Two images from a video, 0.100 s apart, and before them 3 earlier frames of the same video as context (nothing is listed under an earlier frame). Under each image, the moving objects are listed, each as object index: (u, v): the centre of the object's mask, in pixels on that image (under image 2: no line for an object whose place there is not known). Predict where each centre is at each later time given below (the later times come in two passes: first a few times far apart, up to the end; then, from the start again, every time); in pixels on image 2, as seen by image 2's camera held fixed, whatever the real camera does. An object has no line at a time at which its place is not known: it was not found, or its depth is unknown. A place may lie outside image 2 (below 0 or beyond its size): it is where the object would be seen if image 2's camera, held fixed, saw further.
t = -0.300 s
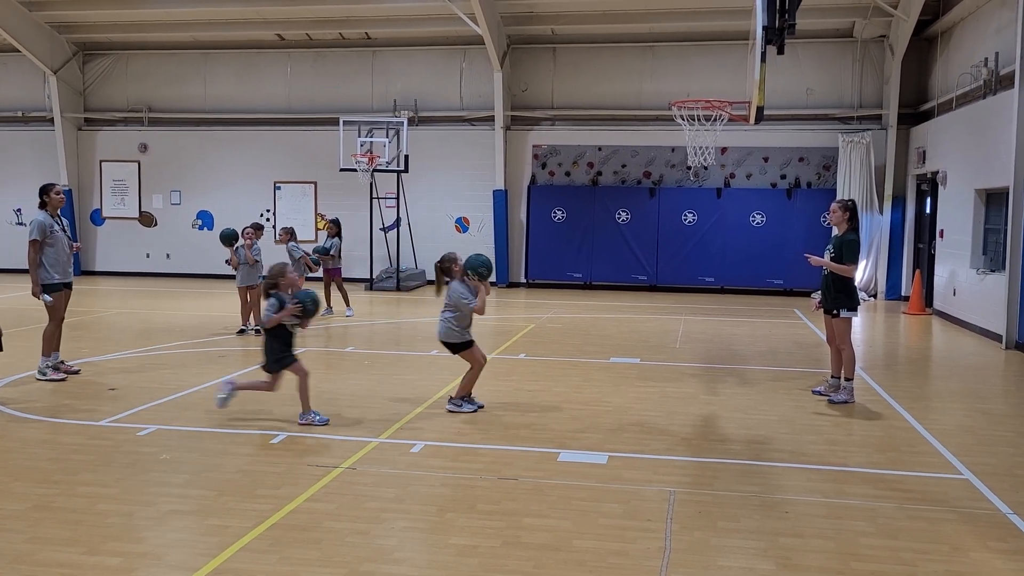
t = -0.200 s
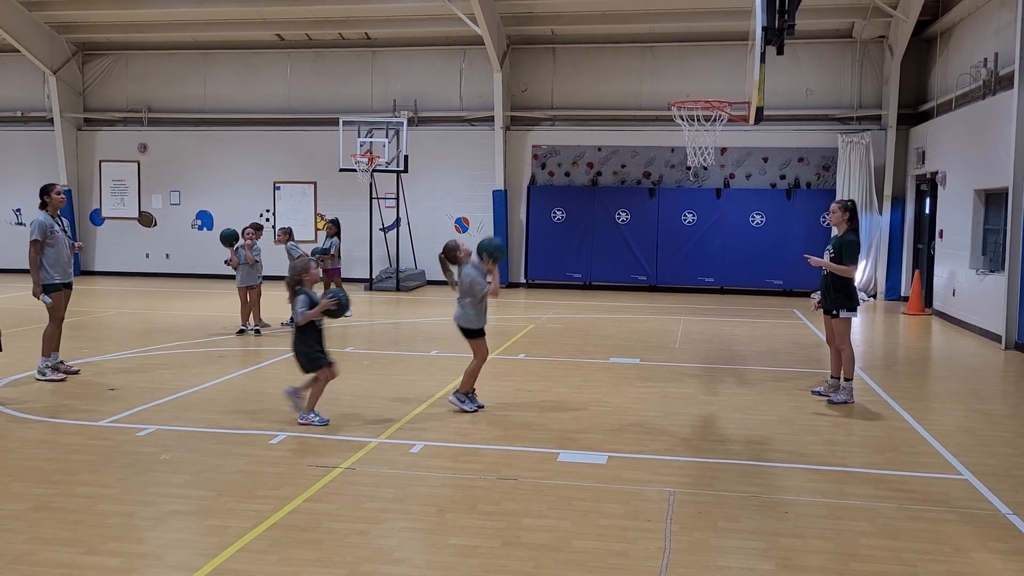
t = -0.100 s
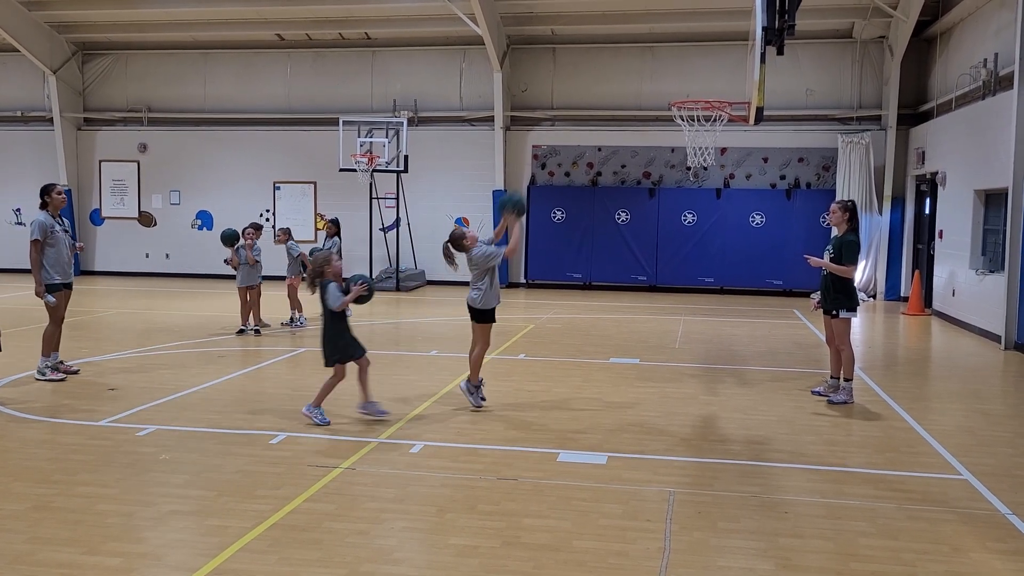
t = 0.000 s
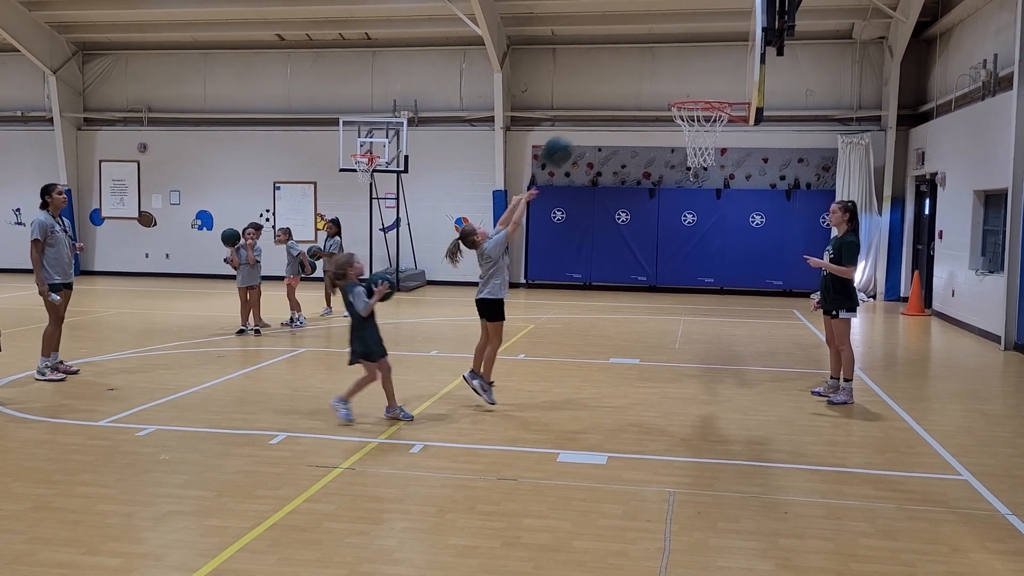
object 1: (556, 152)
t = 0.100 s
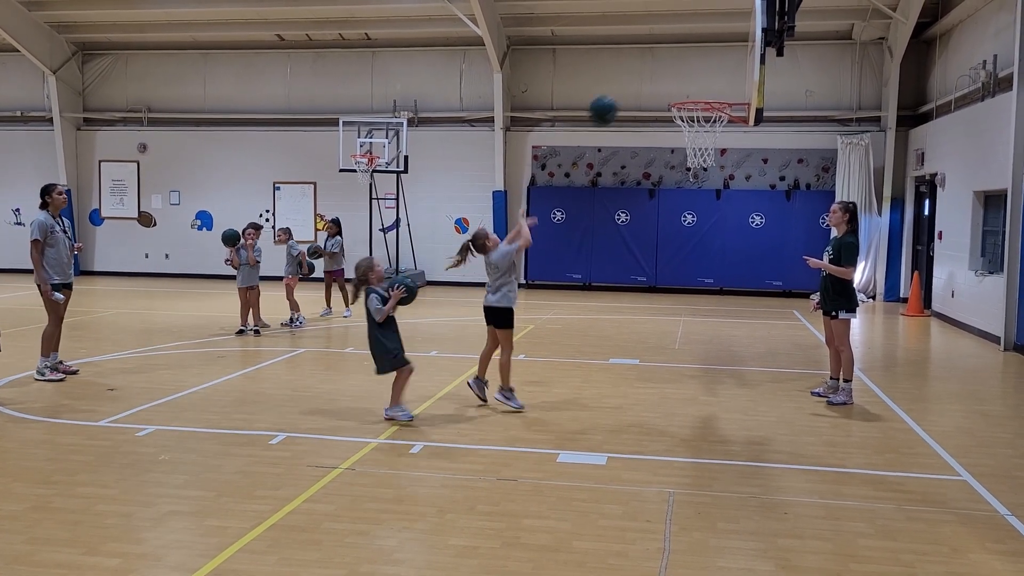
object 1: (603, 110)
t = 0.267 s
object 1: (676, 71)
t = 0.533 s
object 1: (699, 80)
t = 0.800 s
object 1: (658, 74)
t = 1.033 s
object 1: (633, 110)
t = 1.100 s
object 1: (626, 132)
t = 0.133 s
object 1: (618, 100)
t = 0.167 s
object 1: (633, 91)
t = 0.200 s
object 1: (647, 83)
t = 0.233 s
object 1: (662, 76)
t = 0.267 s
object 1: (676, 71)
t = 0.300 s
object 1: (690, 68)
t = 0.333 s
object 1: (704, 66)
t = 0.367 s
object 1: (718, 65)
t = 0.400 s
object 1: (731, 65)
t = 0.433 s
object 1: (732, 67)
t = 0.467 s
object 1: (721, 70)
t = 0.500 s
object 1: (710, 74)
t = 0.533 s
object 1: (699, 80)
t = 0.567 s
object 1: (688, 87)
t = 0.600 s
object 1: (678, 92)
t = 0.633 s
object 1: (675, 87)
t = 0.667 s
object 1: (671, 82)
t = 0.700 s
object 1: (668, 78)
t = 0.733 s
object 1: (664, 75)
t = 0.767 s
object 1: (661, 74)
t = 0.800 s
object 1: (658, 74)
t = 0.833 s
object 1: (654, 75)
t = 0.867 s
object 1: (651, 78)
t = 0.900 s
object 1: (647, 82)
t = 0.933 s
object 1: (644, 87)
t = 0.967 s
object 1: (640, 93)
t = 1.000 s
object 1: (637, 101)
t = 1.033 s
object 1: (633, 110)
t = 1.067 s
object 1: (629, 120)
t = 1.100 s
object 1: (626, 132)
